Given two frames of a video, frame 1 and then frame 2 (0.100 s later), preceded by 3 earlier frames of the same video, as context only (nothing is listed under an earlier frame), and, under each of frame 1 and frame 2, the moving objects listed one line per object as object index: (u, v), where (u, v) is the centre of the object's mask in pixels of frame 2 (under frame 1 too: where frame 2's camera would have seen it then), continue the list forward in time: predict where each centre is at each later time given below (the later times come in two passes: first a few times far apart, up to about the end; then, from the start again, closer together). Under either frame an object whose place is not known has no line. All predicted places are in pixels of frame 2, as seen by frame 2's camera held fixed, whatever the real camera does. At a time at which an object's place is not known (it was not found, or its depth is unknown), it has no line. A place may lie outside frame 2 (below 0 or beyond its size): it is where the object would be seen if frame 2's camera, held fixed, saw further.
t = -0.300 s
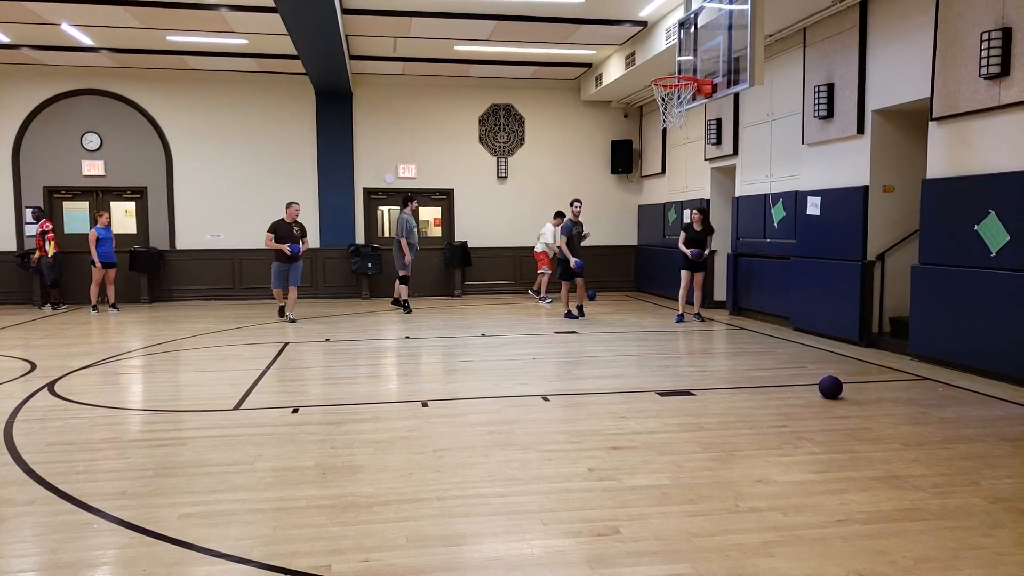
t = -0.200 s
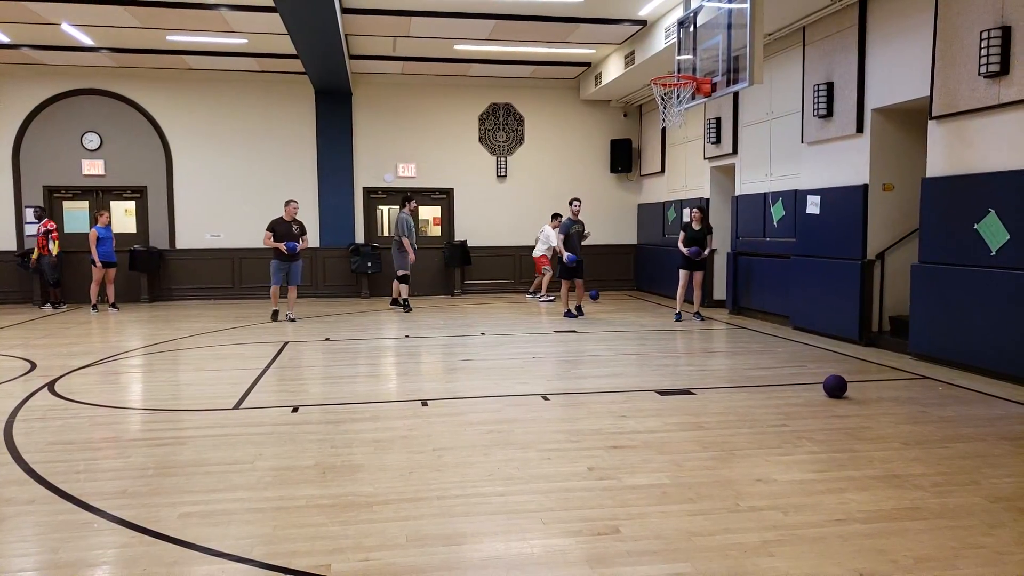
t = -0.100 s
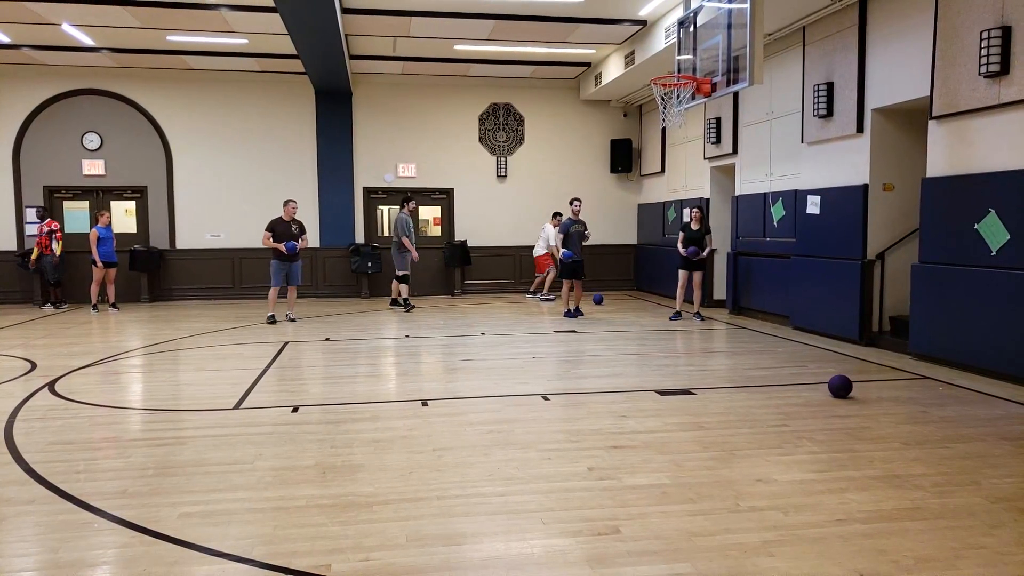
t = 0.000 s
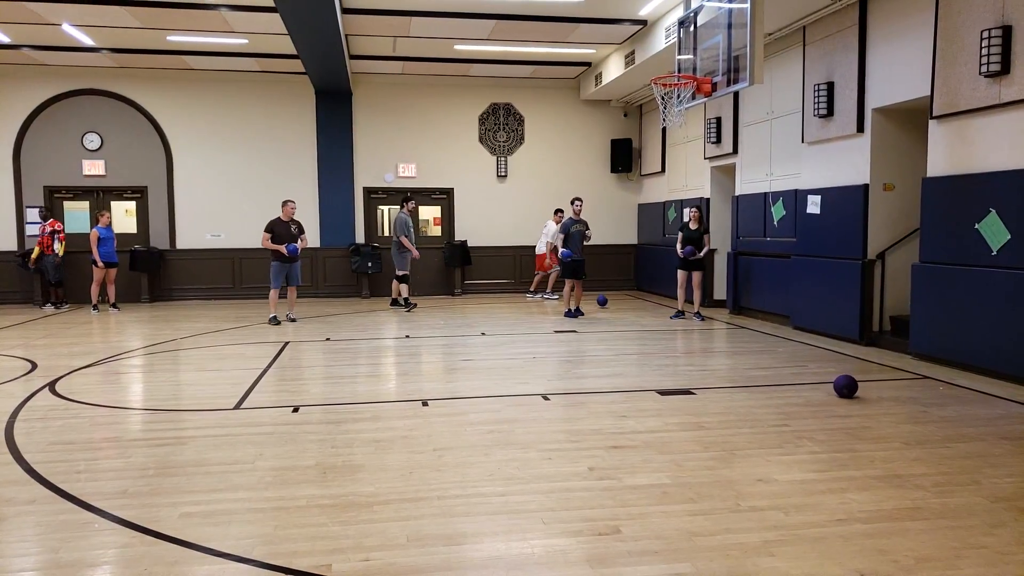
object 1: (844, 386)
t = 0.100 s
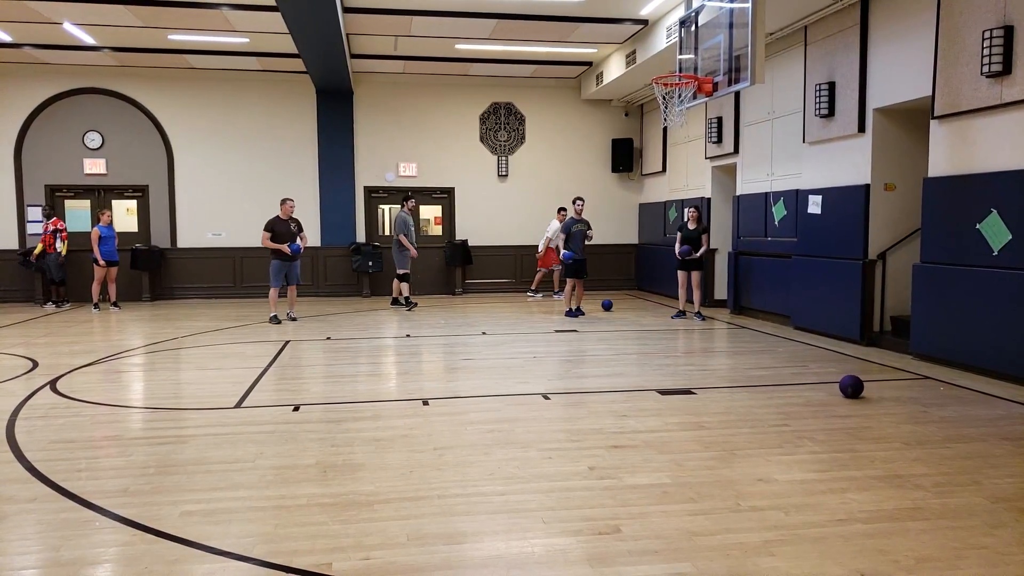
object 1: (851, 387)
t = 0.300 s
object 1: (862, 385)
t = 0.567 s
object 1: (875, 386)
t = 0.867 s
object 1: (894, 386)
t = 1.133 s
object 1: (905, 387)
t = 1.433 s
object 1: (920, 388)
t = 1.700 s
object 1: (936, 388)
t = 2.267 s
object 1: (971, 387)
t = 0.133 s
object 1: (854, 387)
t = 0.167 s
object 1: (852, 387)
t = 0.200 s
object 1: (854, 387)
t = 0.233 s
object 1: (857, 387)
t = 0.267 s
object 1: (859, 386)
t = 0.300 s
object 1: (862, 385)
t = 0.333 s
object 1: (864, 385)
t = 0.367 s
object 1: (864, 385)
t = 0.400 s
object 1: (865, 385)
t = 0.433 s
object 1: (868, 385)
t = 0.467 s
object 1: (871, 386)
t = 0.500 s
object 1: (873, 386)
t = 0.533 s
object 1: (873, 386)
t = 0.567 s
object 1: (875, 386)
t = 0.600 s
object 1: (876, 386)
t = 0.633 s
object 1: (880, 386)
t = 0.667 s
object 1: (882, 386)
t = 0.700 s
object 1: (884, 386)
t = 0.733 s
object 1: (887, 387)
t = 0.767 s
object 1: (887, 387)
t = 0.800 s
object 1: (889, 387)
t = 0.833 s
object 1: (891, 386)
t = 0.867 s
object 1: (894, 386)
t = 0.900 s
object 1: (896, 386)
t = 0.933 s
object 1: (898, 386)
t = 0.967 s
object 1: (899, 386)
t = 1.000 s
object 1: (899, 386)
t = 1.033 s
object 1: (898, 386)
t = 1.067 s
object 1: (899, 386)
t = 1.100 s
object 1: (902, 387)
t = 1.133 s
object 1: (905, 387)
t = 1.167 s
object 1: (908, 387)
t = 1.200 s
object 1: (909, 387)
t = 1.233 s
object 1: (909, 387)
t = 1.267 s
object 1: (910, 387)
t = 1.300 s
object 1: (911, 387)
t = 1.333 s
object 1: (913, 387)
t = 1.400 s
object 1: (918, 388)
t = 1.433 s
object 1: (920, 388)
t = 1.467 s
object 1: (923, 388)
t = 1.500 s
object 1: (925, 388)
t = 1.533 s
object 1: (926, 388)
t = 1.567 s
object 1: (928, 388)
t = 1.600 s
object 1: (930, 389)
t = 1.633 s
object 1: (932, 389)
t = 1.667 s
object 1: (933, 388)
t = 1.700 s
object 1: (936, 388)
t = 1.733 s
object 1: (936, 388)
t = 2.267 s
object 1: (971, 387)
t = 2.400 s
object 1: (976, 387)
